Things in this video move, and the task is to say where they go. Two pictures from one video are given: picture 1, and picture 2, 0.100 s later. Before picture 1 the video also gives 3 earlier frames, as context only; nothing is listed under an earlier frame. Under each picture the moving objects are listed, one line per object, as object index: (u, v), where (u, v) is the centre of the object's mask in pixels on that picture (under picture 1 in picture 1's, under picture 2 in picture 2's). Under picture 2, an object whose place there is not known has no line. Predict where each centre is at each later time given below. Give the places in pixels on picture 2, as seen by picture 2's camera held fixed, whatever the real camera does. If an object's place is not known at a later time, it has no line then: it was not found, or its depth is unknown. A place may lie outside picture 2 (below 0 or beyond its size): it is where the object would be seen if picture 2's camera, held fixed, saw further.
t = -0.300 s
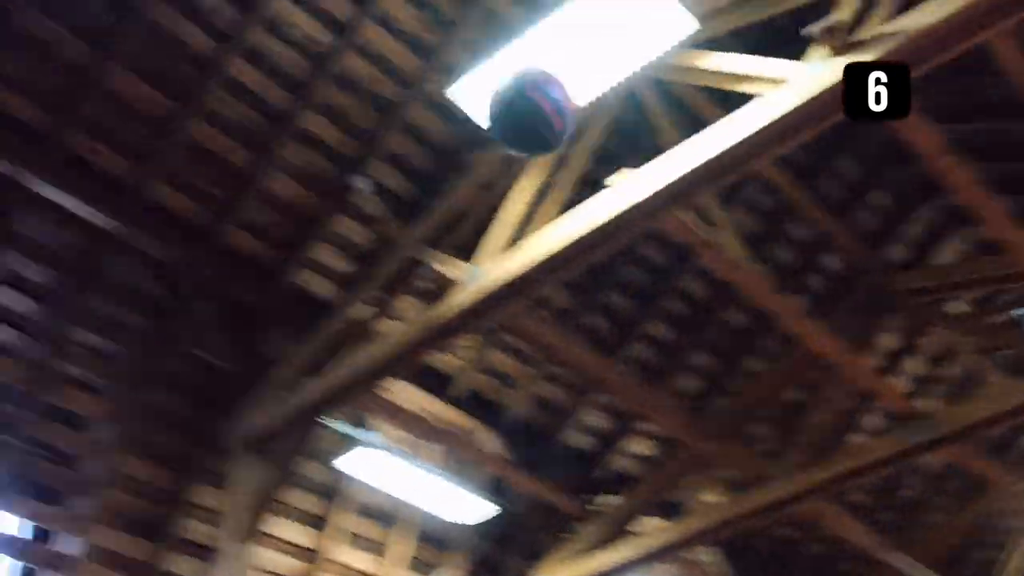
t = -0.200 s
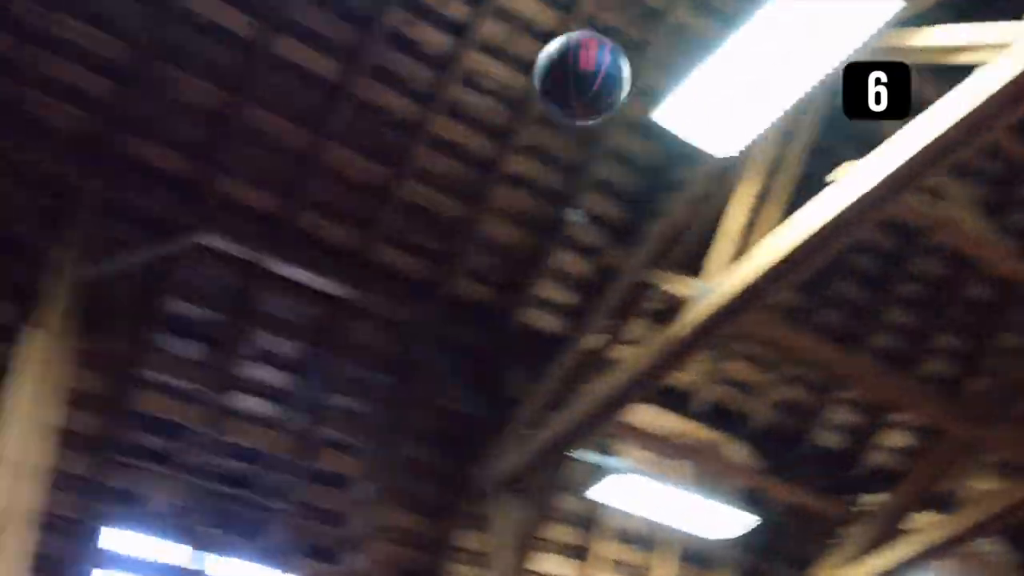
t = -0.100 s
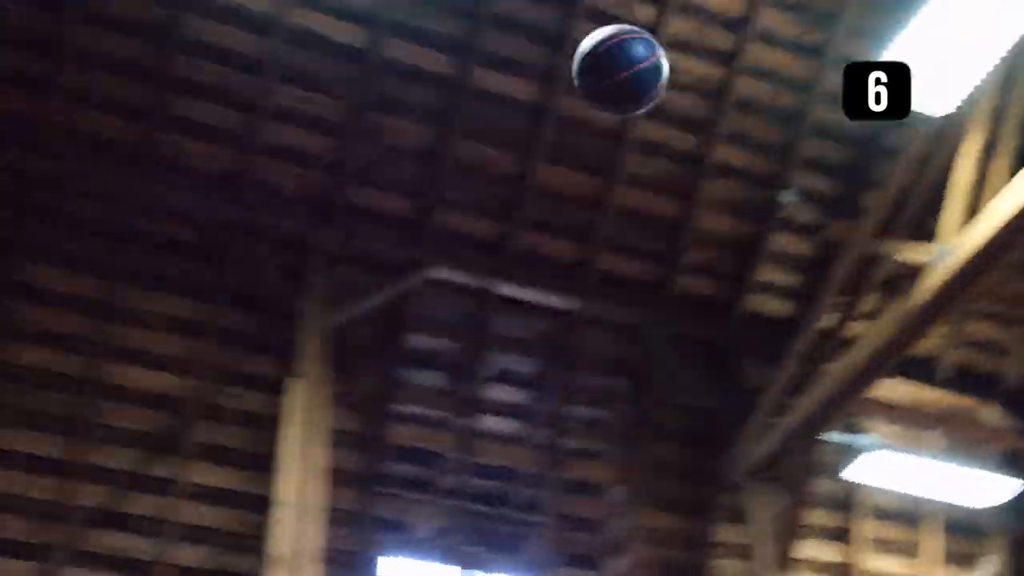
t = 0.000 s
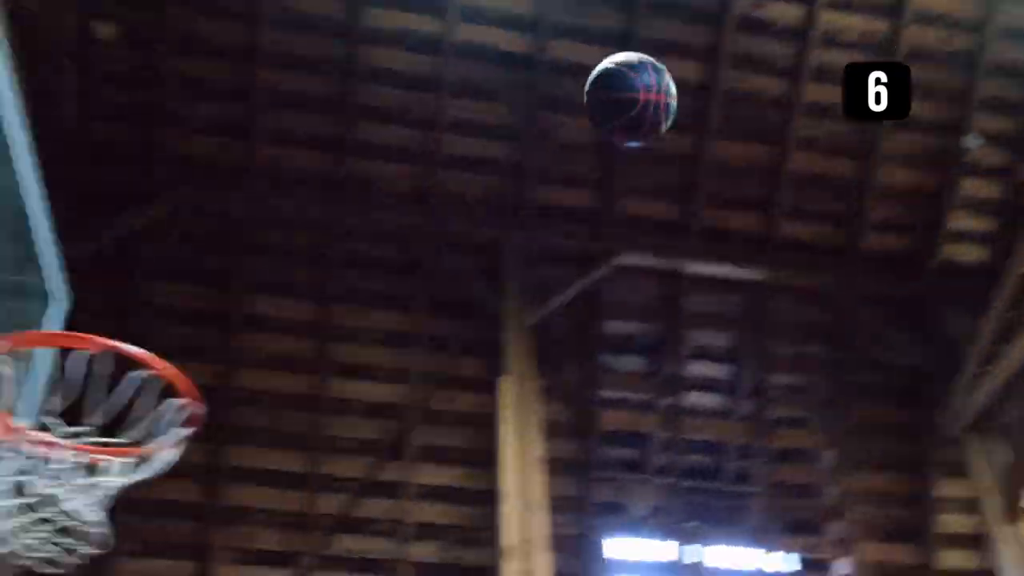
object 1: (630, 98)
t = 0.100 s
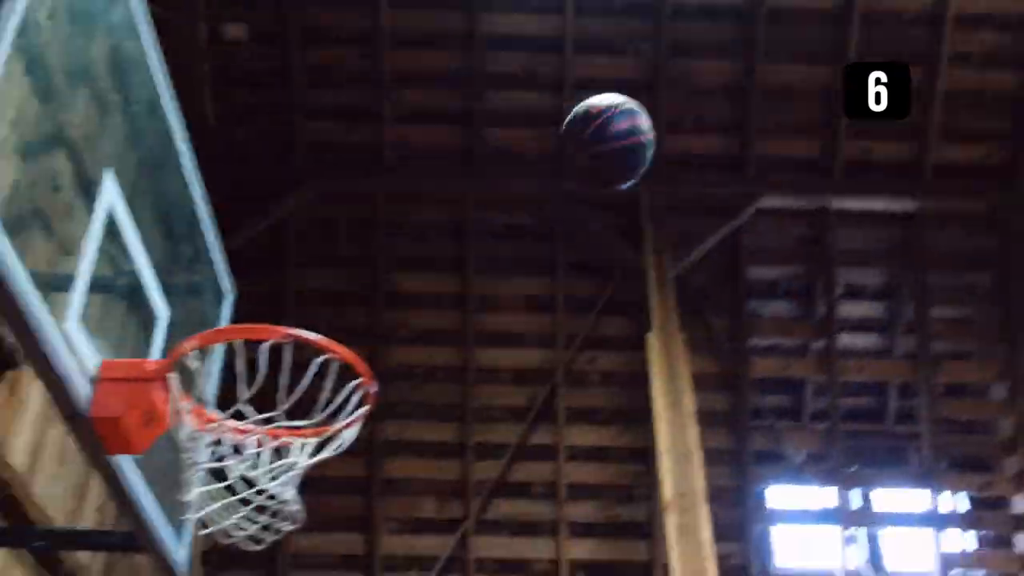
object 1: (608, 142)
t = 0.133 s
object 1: (557, 184)
